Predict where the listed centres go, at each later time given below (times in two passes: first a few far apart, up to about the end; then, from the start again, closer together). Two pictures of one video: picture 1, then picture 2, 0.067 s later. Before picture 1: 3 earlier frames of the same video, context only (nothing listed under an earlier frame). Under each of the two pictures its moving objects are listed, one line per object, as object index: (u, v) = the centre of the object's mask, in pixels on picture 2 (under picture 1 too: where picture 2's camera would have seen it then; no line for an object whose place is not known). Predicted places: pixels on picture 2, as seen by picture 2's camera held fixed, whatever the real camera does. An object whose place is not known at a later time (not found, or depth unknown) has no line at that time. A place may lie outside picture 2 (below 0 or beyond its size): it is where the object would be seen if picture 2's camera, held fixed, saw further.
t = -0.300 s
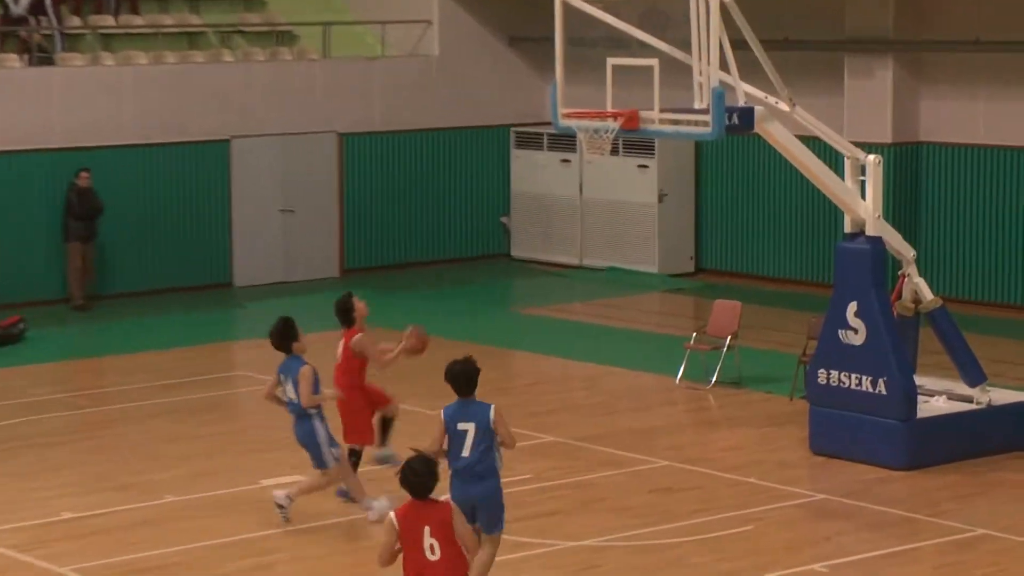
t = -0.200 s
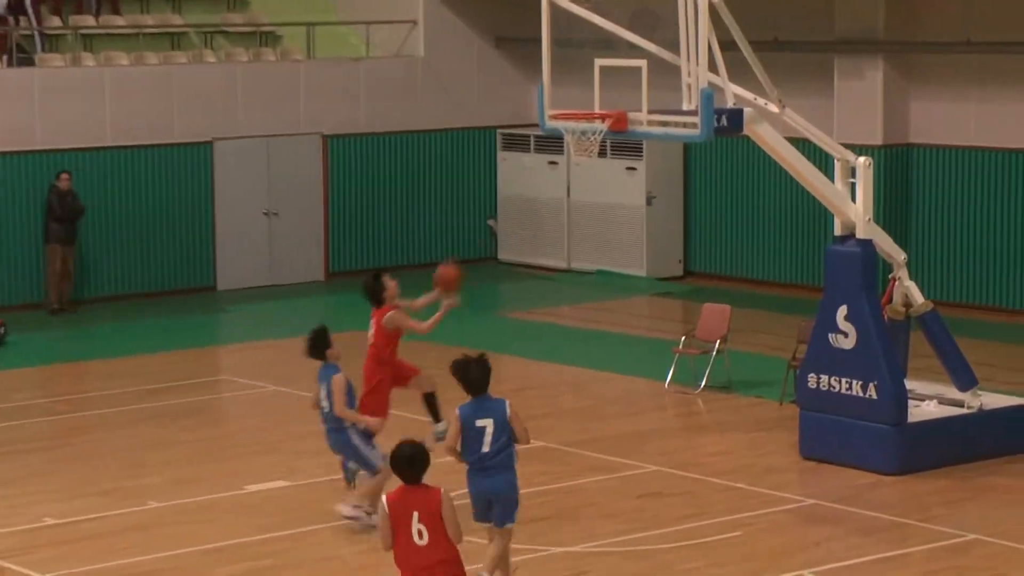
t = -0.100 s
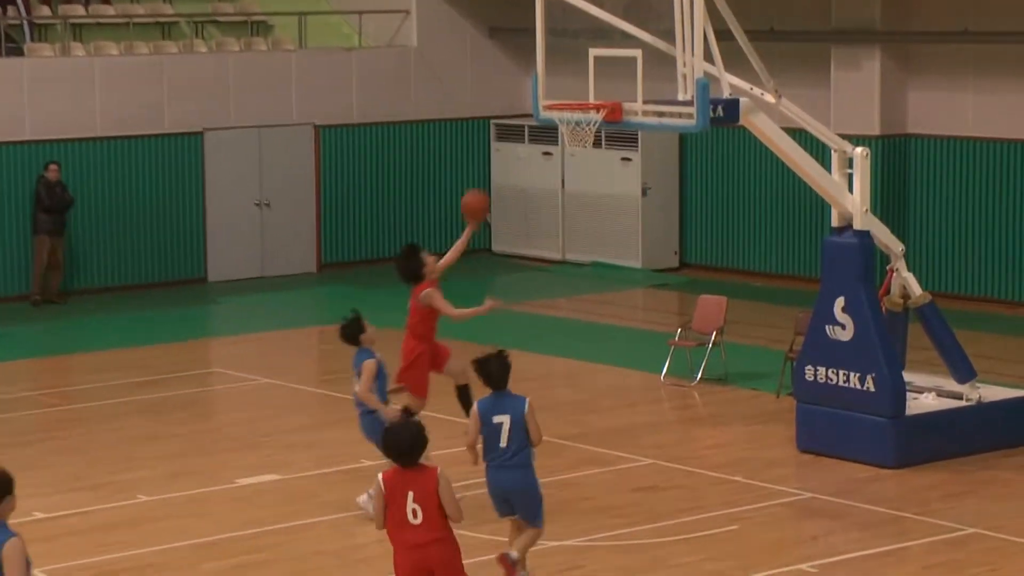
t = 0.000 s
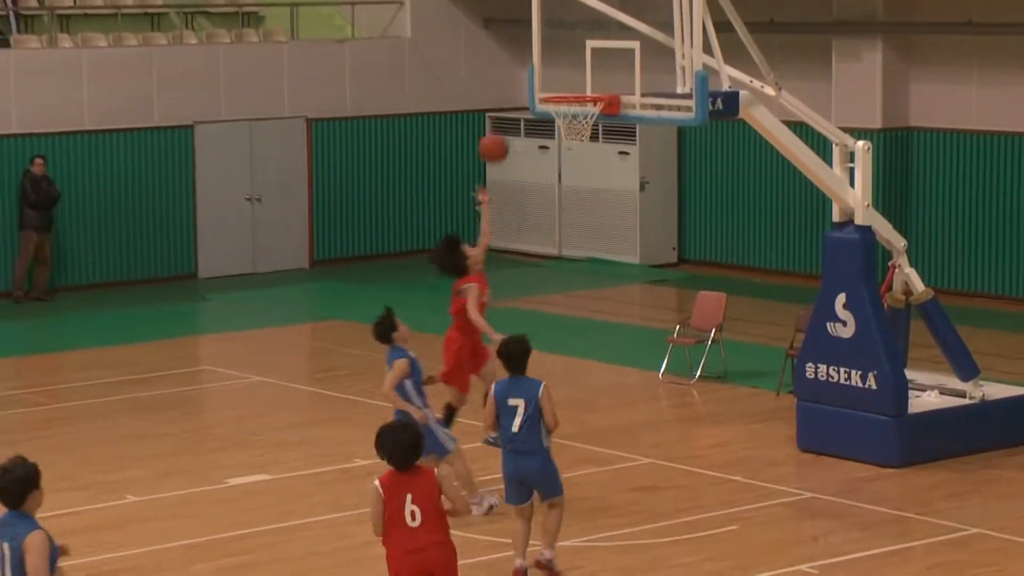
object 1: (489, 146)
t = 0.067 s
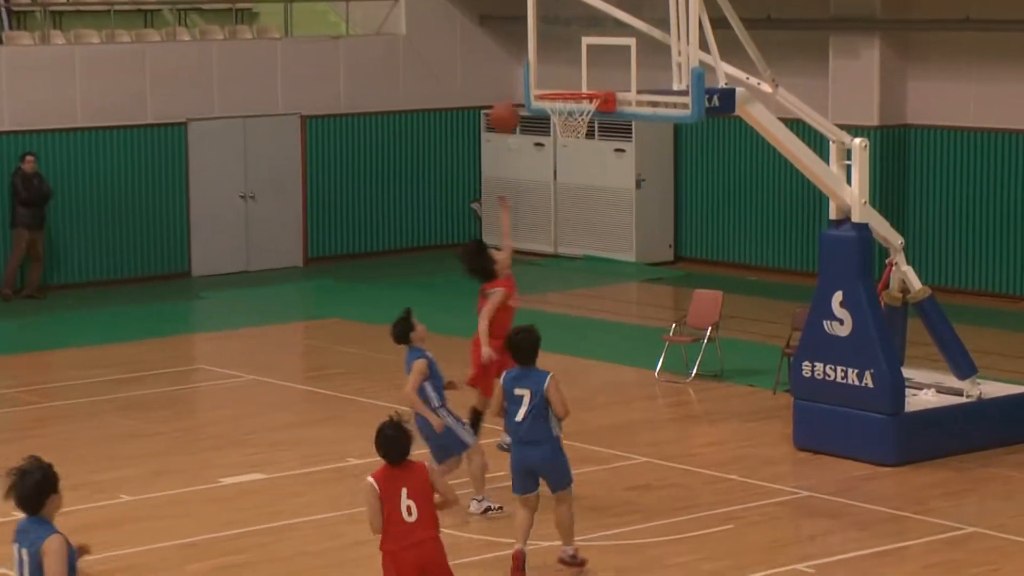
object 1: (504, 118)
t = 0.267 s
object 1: (552, 67)
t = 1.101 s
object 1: (564, 200)
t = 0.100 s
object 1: (512, 105)
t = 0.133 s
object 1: (520, 94)
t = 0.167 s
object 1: (527, 85)
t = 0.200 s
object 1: (536, 77)
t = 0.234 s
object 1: (544, 71)
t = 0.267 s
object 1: (552, 67)
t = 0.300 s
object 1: (560, 63)
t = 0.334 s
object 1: (568, 61)
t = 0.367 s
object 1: (572, 60)
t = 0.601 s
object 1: (571, 91)
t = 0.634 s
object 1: (571, 104)
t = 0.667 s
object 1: (570, 115)
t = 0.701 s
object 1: (569, 120)
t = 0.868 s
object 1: (565, 132)
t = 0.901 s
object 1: (565, 136)
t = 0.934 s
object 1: (565, 143)
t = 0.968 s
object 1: (565, 152)
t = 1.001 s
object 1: (565, 162)
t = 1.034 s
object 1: (564, 174)
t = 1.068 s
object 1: (564, 187)
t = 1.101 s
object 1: (564, 200)
